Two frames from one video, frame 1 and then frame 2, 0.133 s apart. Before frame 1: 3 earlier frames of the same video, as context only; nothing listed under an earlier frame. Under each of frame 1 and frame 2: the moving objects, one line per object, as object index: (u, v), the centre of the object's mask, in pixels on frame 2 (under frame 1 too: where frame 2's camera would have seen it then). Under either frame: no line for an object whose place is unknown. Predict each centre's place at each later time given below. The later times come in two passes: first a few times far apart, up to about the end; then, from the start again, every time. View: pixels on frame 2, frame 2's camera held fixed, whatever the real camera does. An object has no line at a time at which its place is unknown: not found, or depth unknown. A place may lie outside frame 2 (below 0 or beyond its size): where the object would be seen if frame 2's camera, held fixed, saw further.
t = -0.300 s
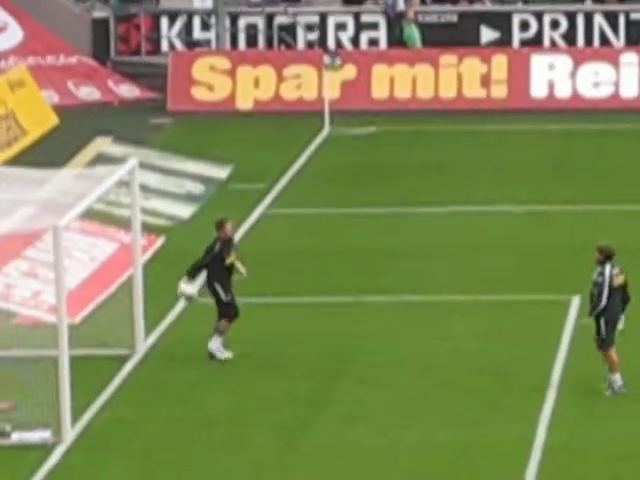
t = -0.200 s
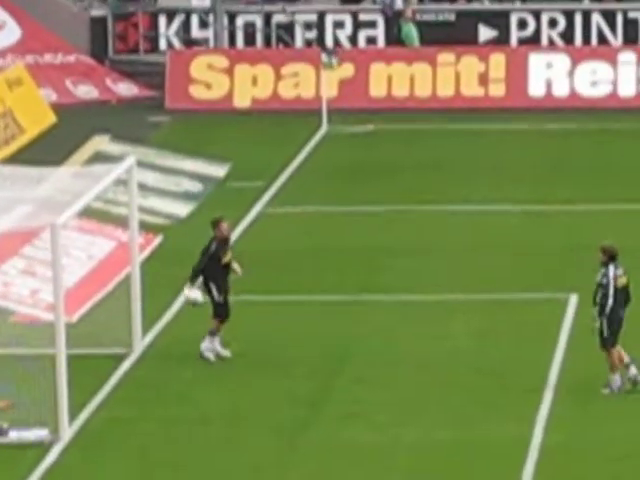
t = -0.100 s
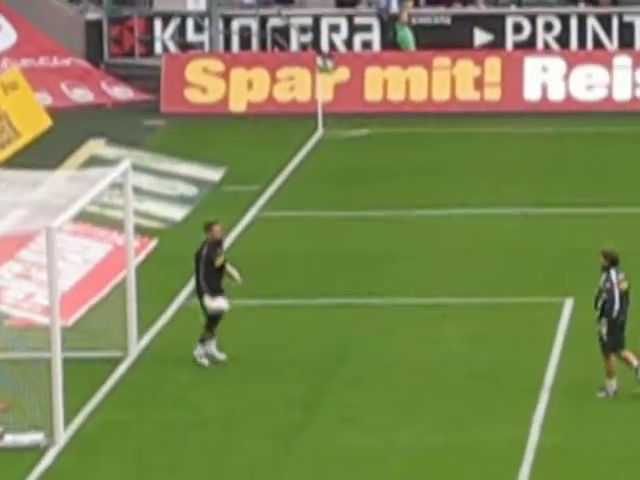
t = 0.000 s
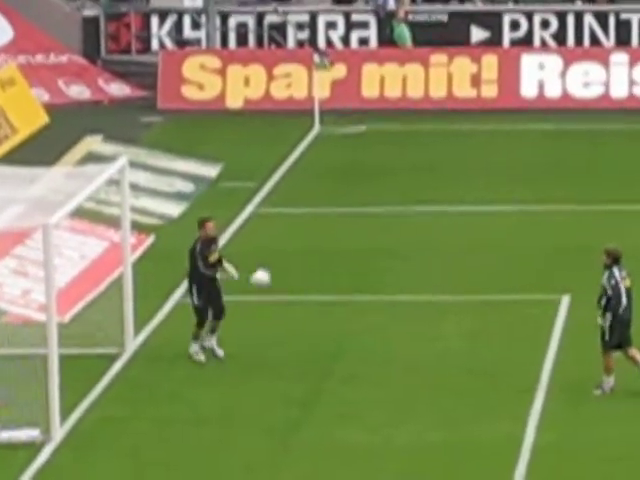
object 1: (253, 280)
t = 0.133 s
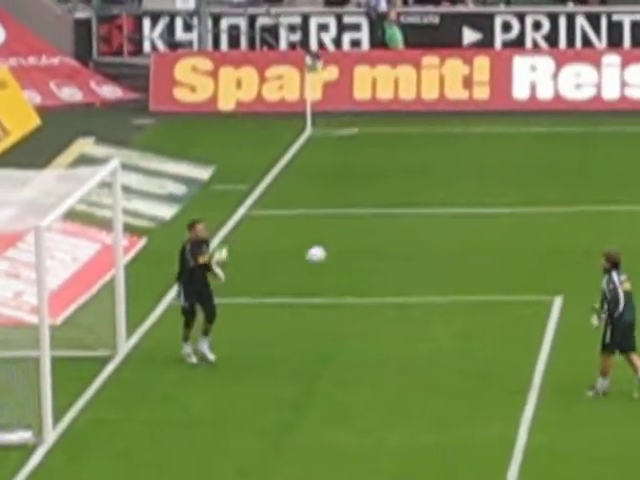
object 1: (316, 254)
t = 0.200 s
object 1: (347, 246)
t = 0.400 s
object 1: (443, 247)
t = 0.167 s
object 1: (331, 250)
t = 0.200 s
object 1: (347, 246)
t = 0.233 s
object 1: (363, 245)
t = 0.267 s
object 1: (379, 244)
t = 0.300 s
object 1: (395, 243)
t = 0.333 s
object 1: (410, 243)
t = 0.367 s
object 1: (426, 244)
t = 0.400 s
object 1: (443, 247)
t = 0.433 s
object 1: (459, 250)
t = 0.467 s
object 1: (475, 254)
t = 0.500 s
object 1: (491, 259)
